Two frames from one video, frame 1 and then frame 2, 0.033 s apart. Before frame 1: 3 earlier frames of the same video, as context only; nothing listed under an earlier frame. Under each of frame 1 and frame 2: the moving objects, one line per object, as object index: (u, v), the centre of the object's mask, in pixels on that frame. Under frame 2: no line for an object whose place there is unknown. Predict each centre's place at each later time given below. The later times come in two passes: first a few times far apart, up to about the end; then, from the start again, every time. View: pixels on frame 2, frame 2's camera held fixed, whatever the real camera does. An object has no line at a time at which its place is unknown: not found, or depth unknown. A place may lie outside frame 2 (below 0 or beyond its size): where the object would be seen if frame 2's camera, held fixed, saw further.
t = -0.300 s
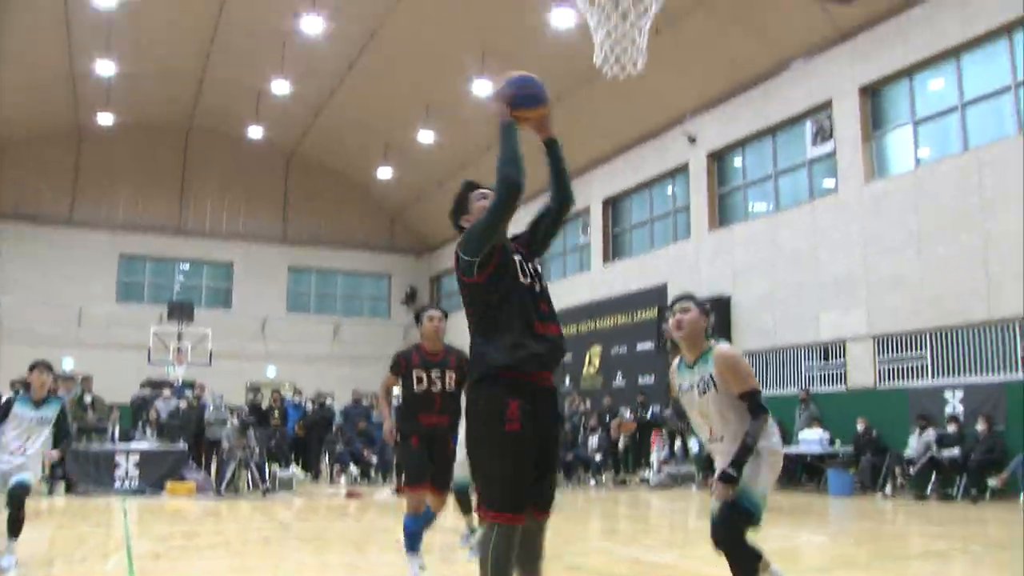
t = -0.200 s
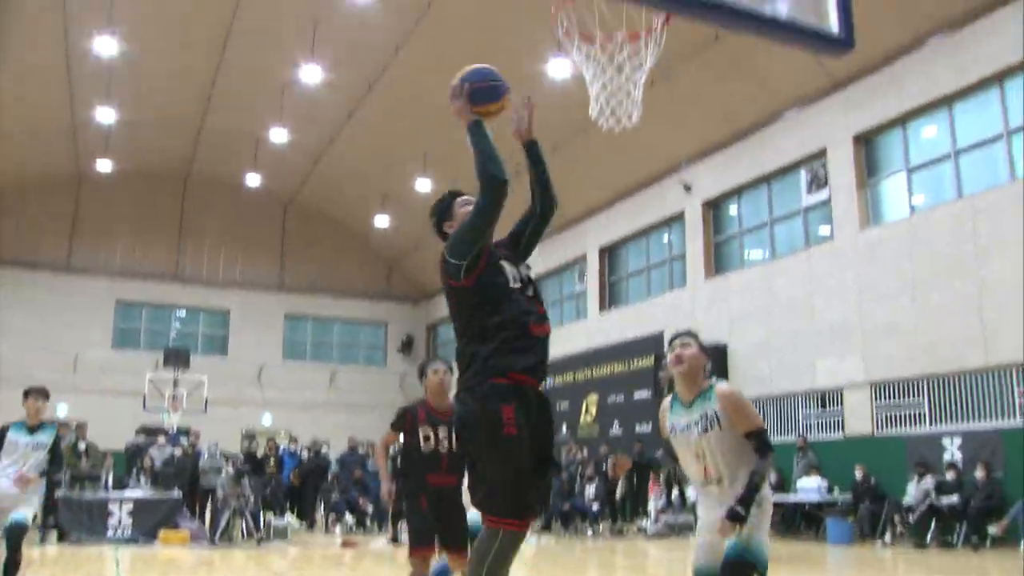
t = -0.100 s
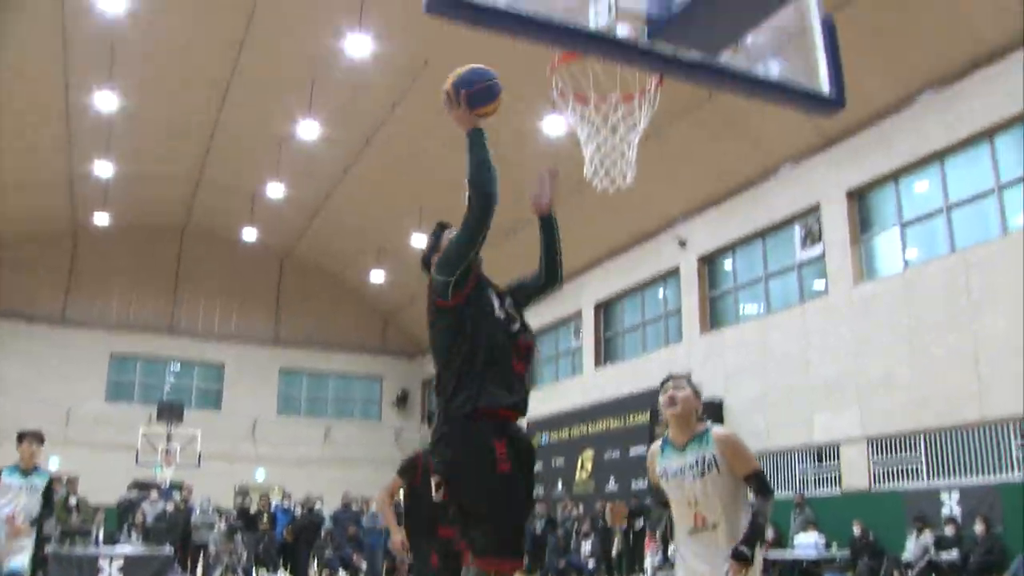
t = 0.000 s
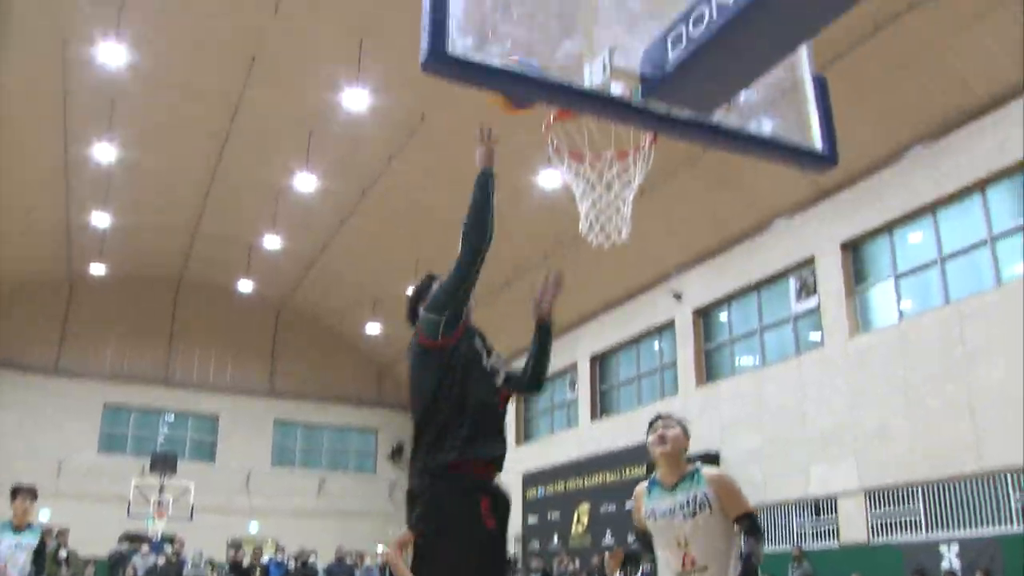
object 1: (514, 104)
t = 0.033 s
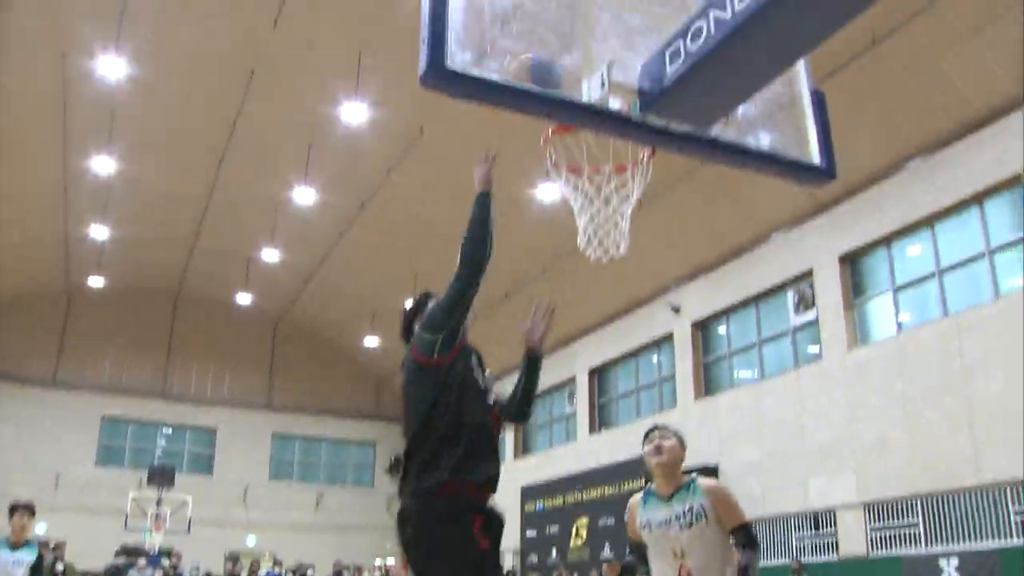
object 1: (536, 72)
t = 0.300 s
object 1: (573, 88)
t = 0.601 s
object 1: (611, 251)
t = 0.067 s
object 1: (552, 65)
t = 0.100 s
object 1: (562, 52)
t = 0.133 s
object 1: (574, 51)
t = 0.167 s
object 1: (575, 56)
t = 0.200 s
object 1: (568, 68)
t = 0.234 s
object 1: (568, 75)
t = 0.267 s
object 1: (569, 83)
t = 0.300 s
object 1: (573, 88)
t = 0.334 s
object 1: (579, 139)
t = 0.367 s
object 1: (581, 148)
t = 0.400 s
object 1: (583, 158)
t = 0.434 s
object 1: (586, 170)
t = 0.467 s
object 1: (591, 183)
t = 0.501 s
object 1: (596, 198)
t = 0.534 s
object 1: (600, 219)
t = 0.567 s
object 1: (606, 233)
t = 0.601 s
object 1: (611, 251)
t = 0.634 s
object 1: (613, 272)
